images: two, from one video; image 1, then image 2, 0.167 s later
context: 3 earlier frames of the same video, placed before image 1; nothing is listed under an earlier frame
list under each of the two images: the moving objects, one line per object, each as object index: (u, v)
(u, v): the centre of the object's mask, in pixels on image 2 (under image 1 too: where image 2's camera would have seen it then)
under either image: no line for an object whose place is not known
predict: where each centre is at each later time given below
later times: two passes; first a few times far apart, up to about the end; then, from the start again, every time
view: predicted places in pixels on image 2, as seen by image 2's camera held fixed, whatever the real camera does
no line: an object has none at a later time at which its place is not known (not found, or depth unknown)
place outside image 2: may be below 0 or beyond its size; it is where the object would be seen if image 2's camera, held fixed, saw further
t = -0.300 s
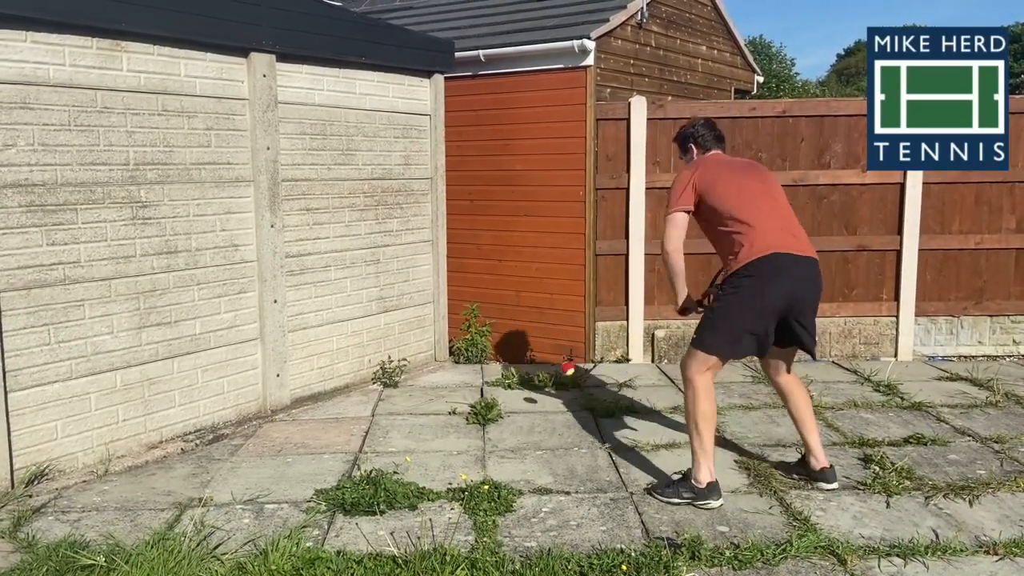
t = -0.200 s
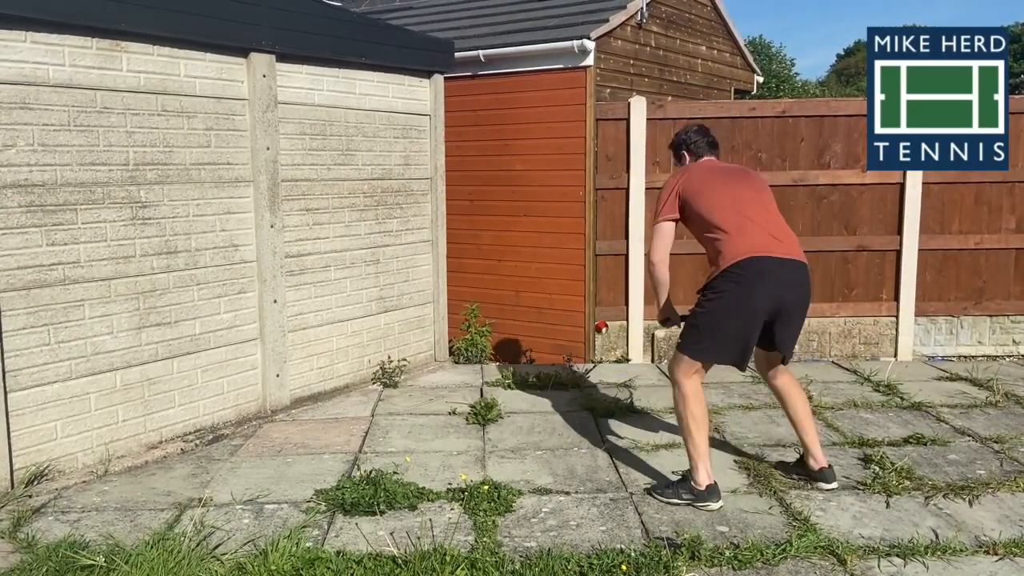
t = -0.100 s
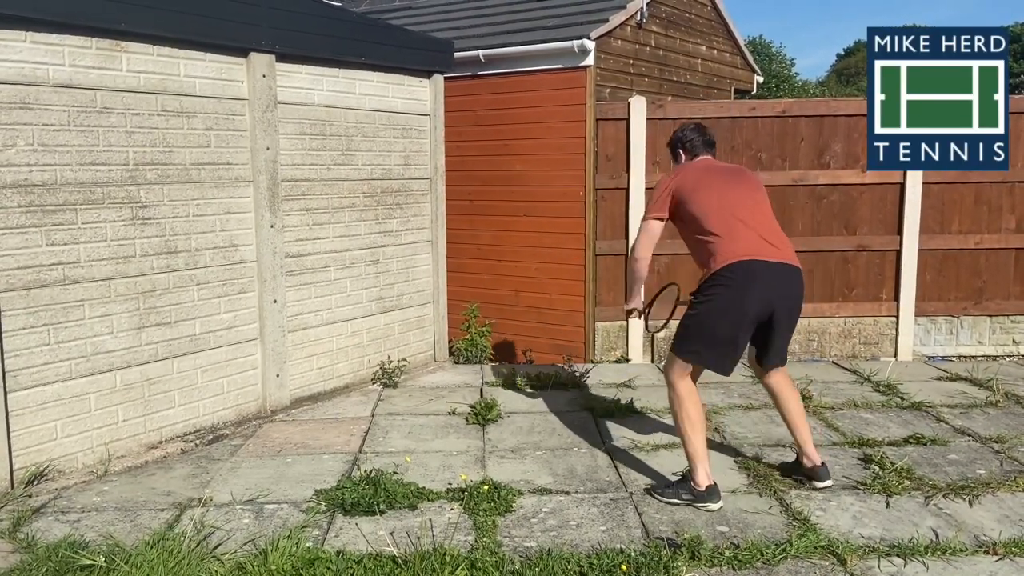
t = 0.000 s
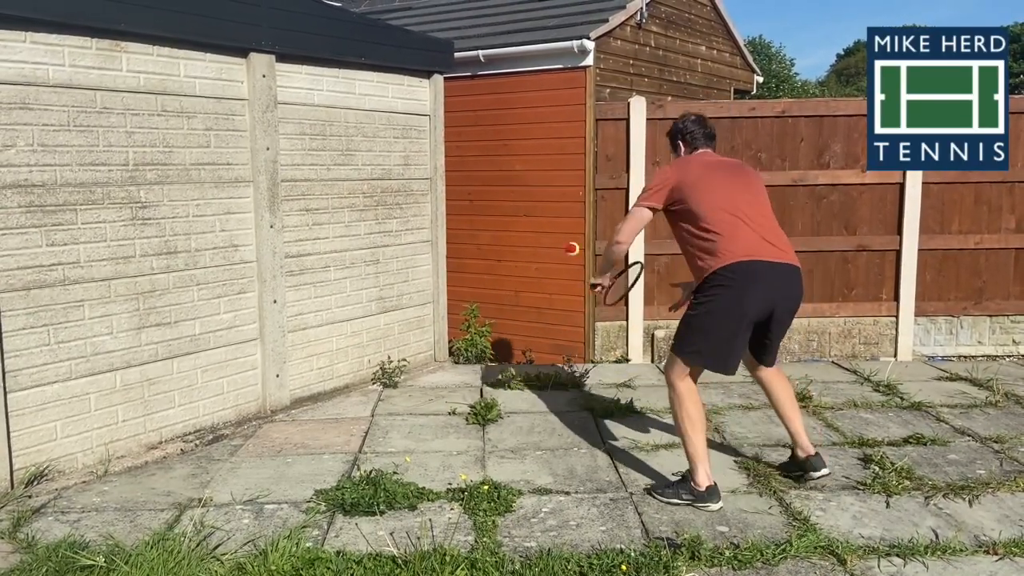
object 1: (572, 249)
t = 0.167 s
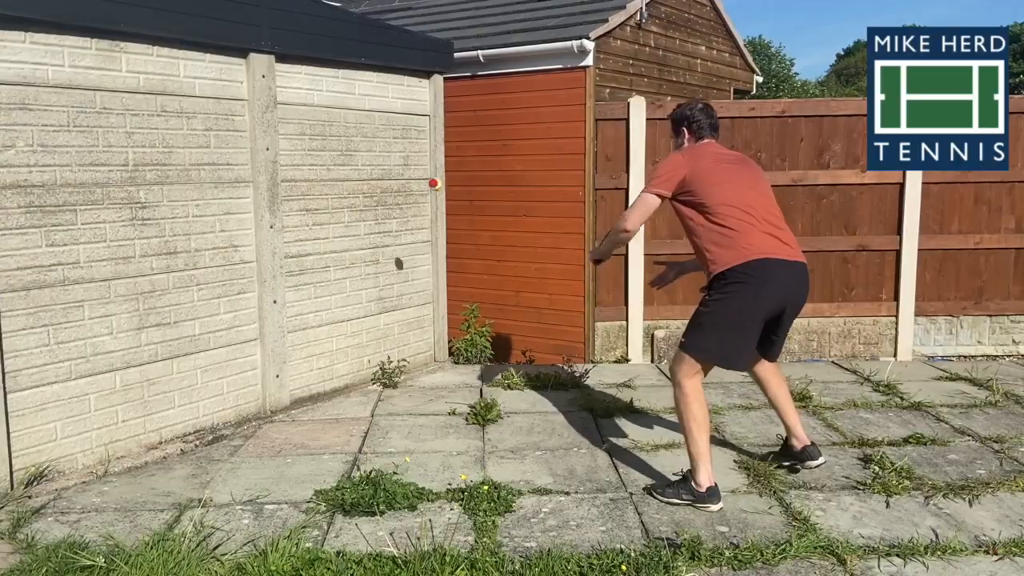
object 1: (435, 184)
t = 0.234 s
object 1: (387, 173)
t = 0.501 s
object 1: (401, 217)
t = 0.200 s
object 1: (410, 178)
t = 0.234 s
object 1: (387, 173)
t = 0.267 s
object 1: (363, 173)
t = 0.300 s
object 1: (339, 172)
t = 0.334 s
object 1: (330, 174)
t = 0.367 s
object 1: (344, 179)
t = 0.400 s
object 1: (357, 185)
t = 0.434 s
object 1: (372, 194)
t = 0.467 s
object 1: (387, 204)
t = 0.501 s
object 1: (401, 217)
